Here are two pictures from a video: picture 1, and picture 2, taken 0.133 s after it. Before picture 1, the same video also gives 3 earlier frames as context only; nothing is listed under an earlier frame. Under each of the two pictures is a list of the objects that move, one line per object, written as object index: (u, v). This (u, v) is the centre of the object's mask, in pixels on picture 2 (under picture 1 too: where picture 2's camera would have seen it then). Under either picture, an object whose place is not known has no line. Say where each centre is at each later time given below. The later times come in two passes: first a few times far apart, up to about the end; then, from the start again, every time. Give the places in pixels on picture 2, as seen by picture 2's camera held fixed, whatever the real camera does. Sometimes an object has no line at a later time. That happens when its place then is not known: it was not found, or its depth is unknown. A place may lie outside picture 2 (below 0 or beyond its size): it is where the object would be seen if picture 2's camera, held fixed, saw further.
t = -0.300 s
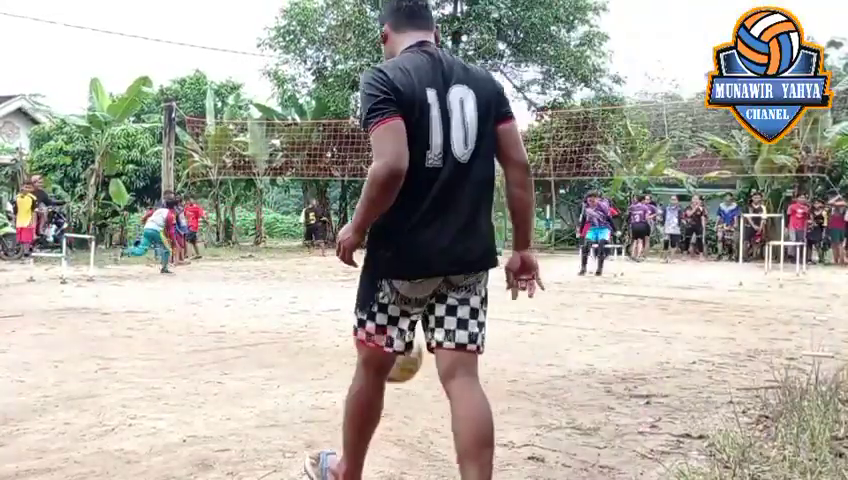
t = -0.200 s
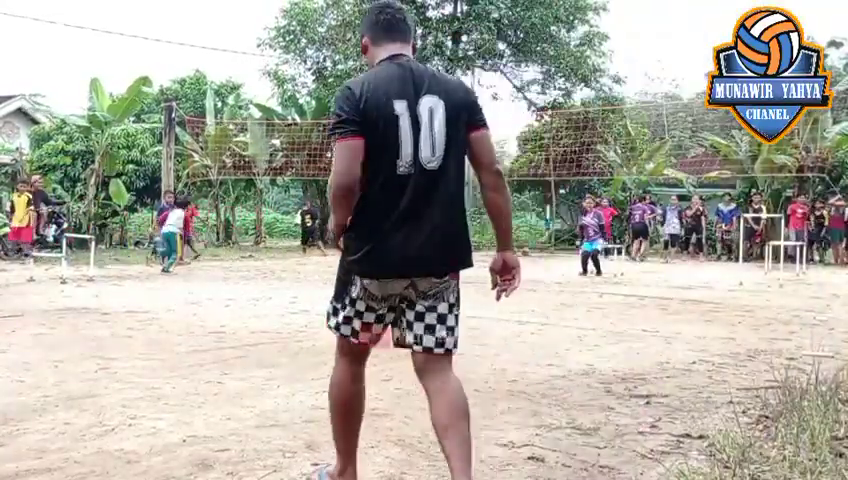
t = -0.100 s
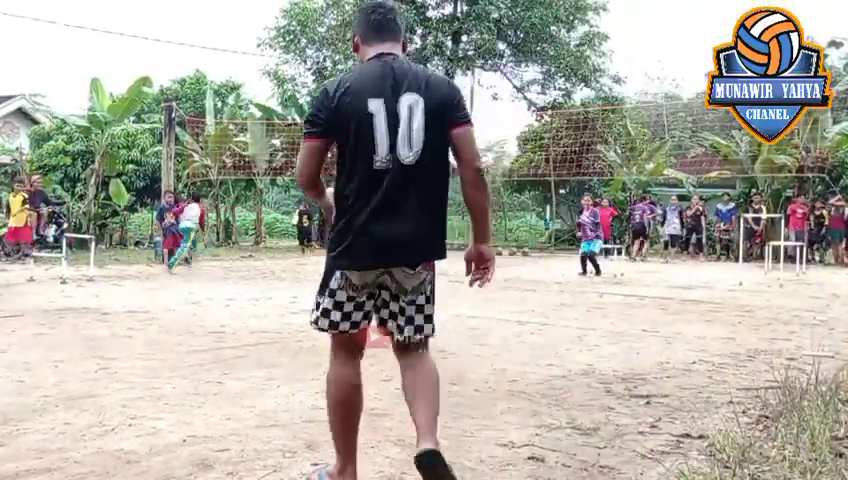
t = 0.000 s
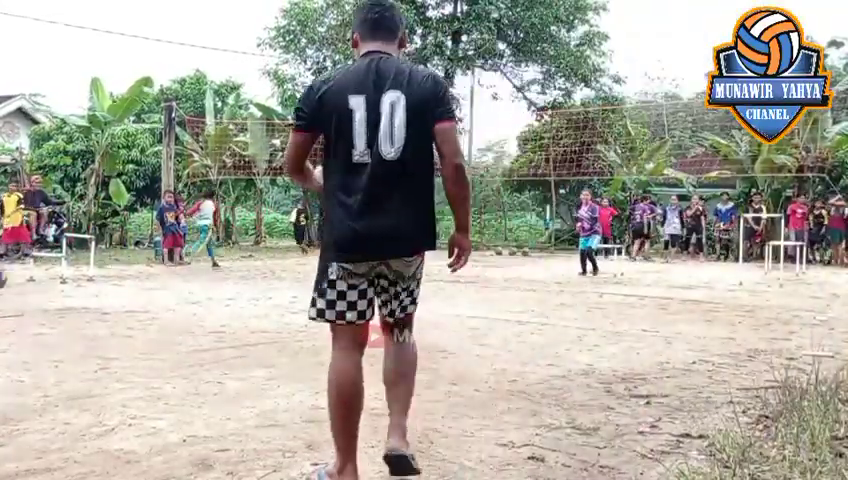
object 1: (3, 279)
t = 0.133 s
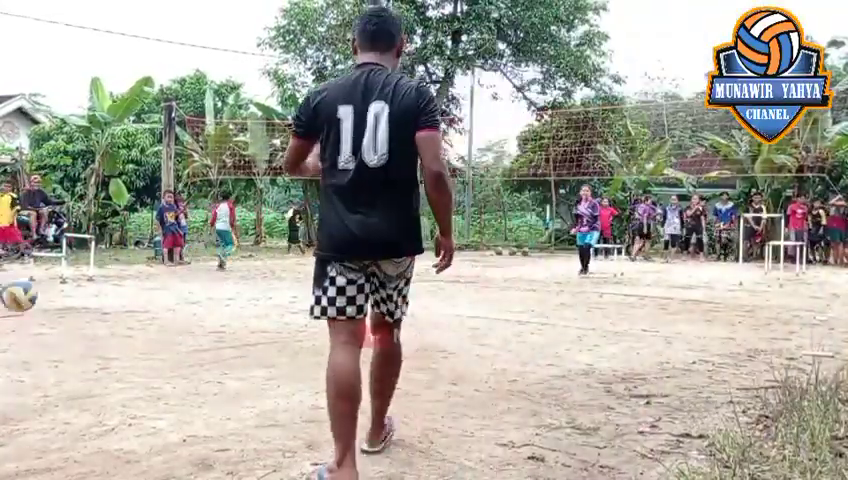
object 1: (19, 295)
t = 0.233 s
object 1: (40, 330)
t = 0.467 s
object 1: (97, 307)
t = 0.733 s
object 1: (162, 349)
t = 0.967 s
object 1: (220, 328)
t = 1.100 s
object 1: (253, 349)
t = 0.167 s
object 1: (25, 305)
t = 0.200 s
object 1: (33, 317)
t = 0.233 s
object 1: (40, 330)
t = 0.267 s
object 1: (48, 345)
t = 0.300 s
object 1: (56, 342)
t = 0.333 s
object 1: (64, 329)
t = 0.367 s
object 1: (73, 322)
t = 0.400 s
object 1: (80, 316)
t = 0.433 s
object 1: (89, 312)
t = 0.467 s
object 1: (97, 307)
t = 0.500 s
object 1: (105, 307)
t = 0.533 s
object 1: (113, 307)
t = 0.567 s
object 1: (121, 311)
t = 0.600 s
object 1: (129, 314)
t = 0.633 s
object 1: (137, 321)
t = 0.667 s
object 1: (146, 329)
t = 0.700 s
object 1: (154, 340)
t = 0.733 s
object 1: (162, 349)
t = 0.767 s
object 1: (170, 352)
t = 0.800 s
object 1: (179, 343)
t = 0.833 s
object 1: (187, 337)
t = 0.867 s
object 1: (195, 332)
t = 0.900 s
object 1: (204, 329)
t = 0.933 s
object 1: (212, 327)
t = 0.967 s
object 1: (220, 328)
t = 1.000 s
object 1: (228, 329)
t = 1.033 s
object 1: (236, 334)
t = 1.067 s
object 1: (245, 340)
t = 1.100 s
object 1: (253, 349)
